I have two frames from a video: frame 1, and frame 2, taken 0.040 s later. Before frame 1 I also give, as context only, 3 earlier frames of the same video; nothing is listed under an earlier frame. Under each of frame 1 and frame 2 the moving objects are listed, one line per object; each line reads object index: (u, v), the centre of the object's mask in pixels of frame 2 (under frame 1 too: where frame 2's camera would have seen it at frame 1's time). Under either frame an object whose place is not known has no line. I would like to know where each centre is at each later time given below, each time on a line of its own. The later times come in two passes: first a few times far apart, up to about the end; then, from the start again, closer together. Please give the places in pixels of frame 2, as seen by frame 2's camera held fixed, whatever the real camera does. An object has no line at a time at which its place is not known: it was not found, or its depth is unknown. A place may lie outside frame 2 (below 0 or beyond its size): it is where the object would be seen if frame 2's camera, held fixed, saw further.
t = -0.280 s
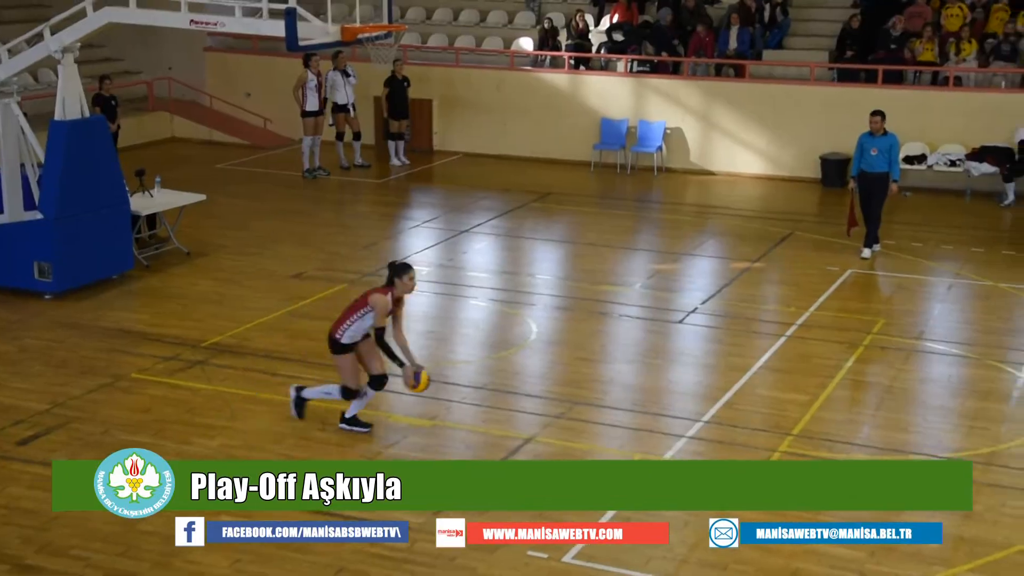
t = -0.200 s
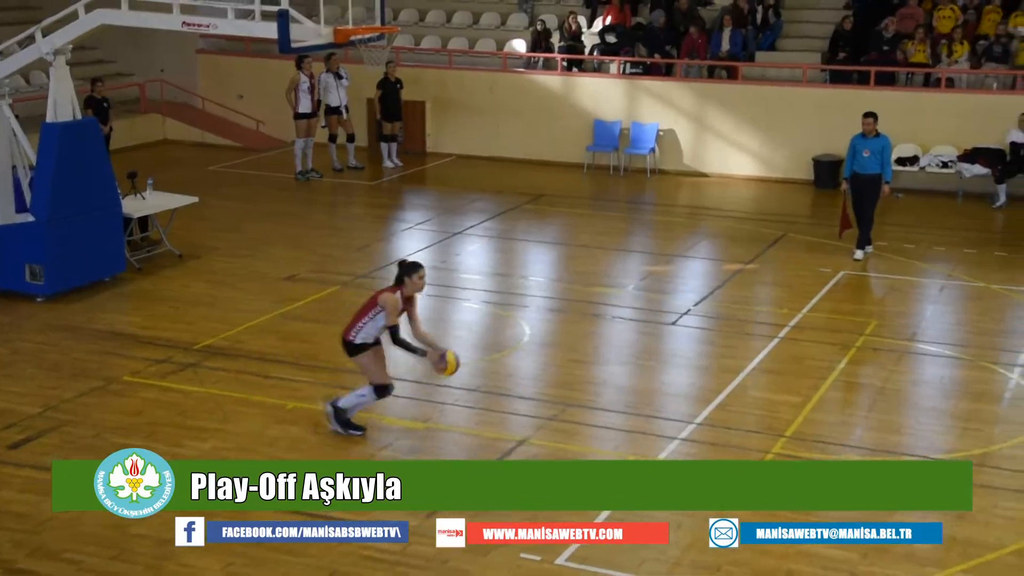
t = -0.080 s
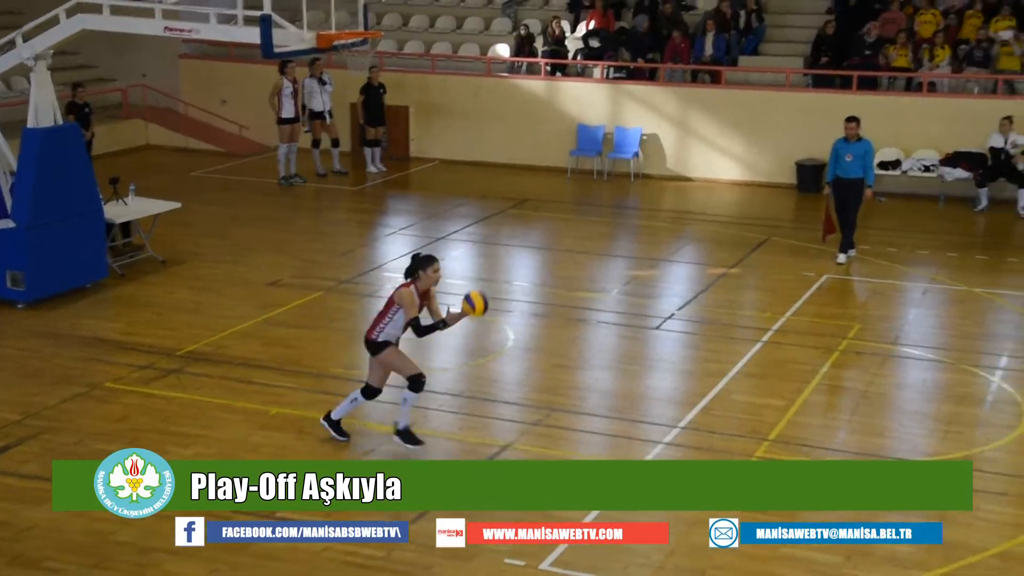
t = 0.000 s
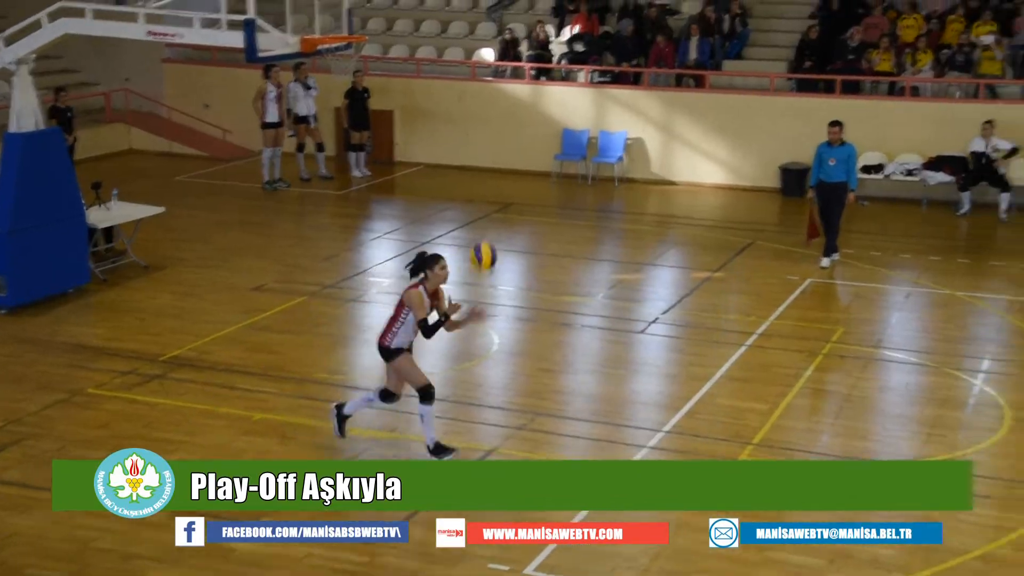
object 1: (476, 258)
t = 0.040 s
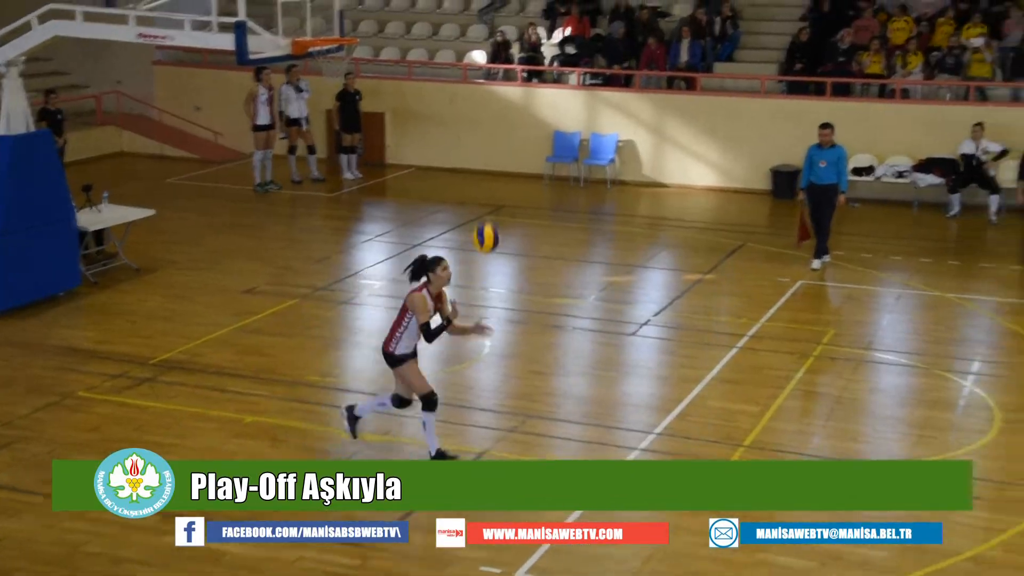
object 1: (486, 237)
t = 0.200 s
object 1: (534, 162)
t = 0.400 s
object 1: (592, 116)
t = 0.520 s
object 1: (626, 114)
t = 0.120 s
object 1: (510, 196)
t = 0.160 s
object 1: (521, 180)
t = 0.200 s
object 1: (534, 162)
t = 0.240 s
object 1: (545, 150)
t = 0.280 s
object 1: (557, 138)
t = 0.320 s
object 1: (569, 129)
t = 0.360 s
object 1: (580, 122)
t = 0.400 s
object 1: (592, 116)
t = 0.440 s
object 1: (602, 113)
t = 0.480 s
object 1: (614, 112)
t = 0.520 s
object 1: (626, 114)
